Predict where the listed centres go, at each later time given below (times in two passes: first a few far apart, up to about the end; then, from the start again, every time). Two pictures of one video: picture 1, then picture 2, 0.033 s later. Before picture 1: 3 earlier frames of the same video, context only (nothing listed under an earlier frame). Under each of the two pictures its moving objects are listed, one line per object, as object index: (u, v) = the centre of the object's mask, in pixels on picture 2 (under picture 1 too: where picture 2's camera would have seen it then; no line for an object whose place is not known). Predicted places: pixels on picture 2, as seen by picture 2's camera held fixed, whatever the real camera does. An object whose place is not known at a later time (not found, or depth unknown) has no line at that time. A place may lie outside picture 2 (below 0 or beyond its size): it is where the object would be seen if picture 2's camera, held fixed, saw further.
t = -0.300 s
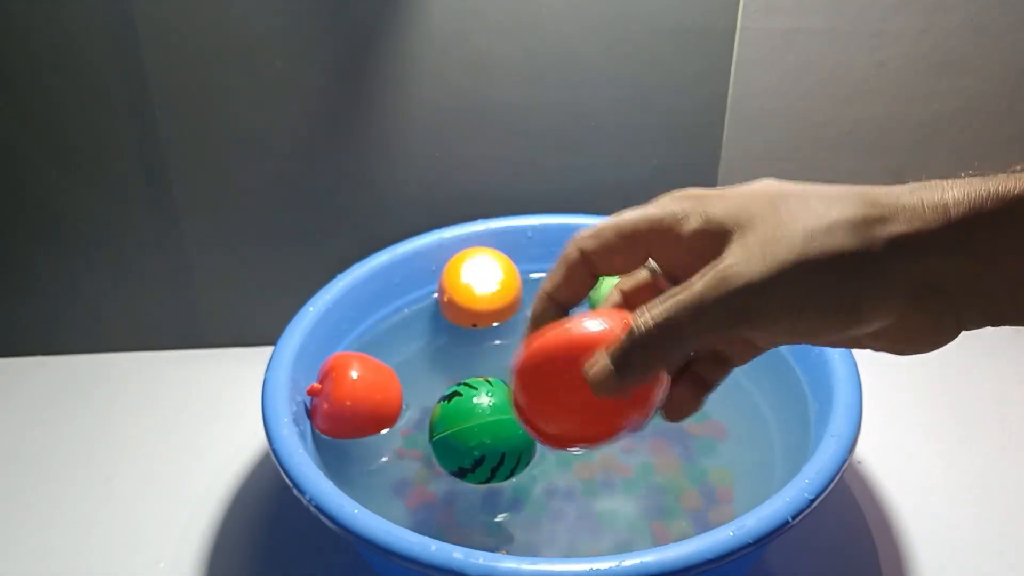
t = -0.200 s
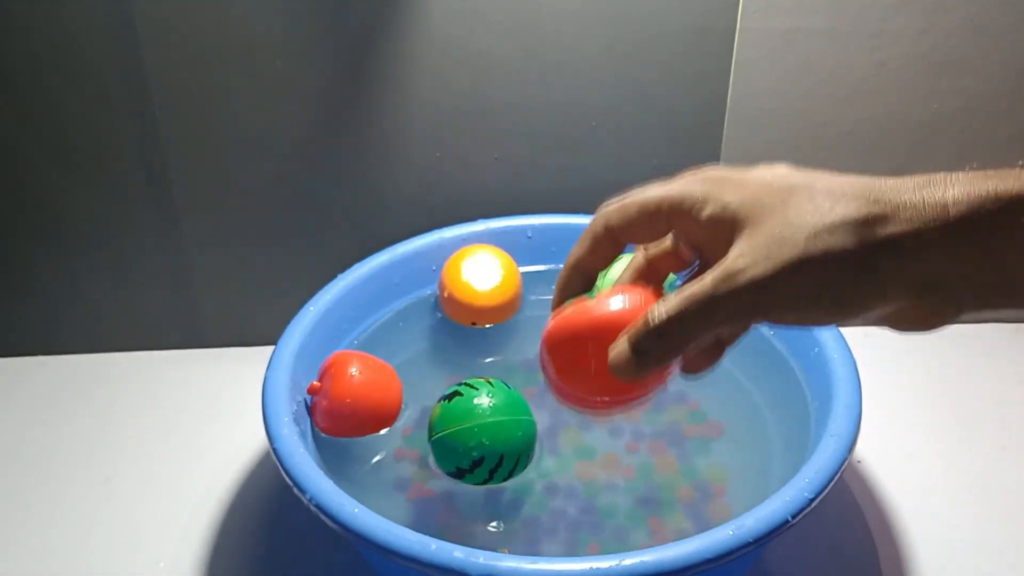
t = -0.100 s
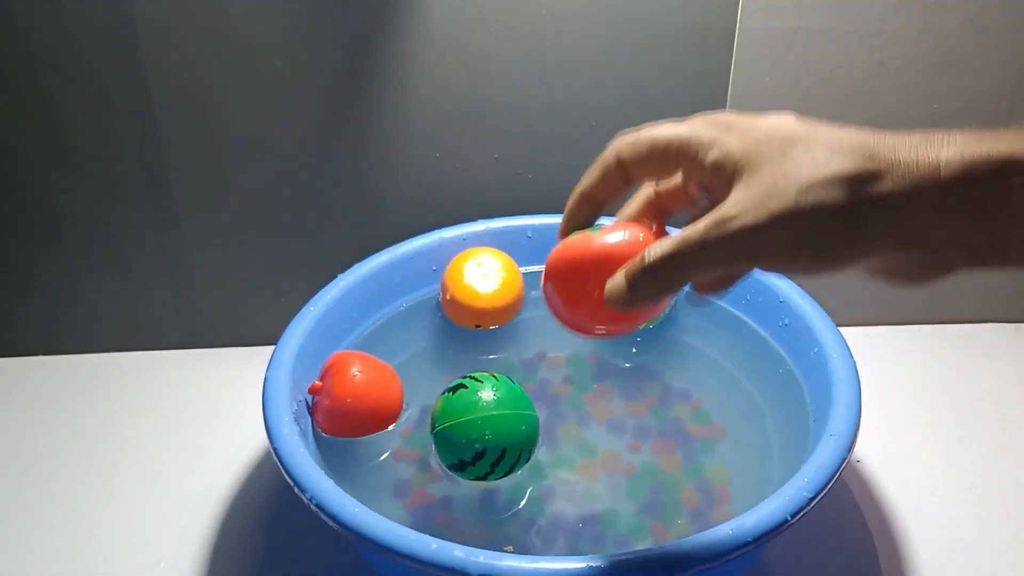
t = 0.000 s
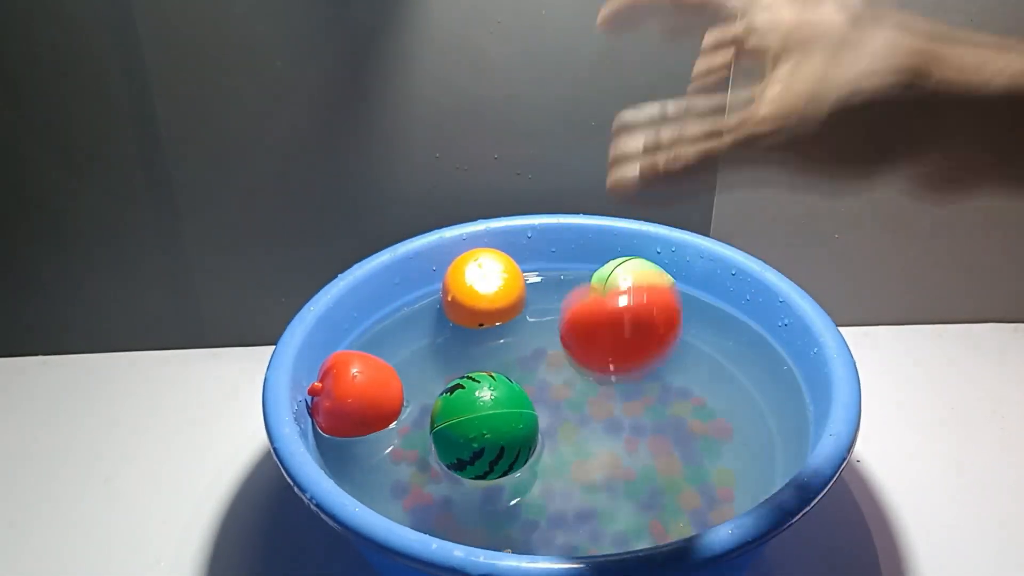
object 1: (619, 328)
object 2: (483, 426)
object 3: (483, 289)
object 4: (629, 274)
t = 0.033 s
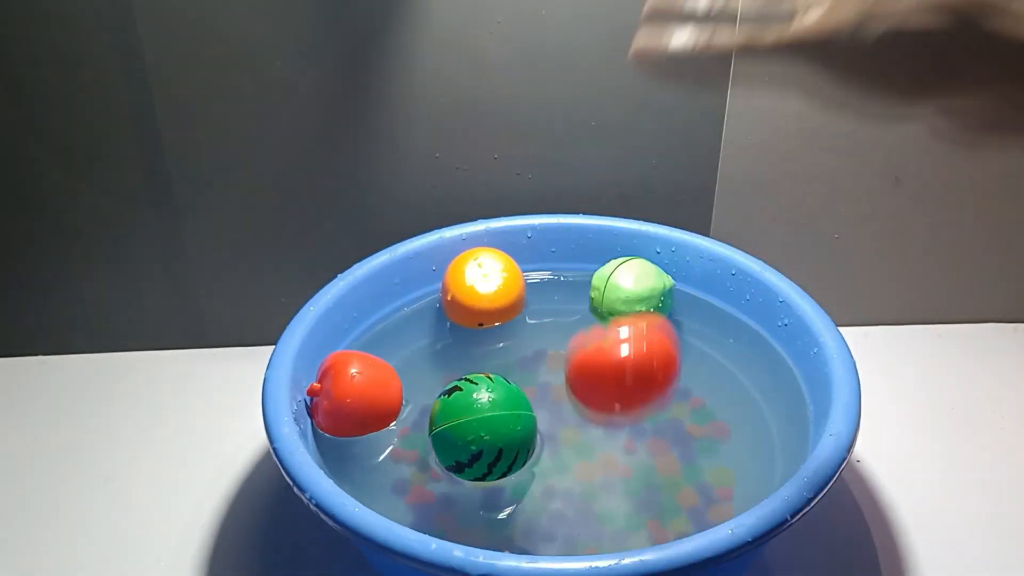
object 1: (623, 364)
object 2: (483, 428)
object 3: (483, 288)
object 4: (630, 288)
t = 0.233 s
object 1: (625, 437)
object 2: (477, 430)
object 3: (483, 286)
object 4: (635, 293)
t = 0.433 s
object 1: (644, 424)
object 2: (483, 431)
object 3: (484, 287)
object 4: (634, 298)
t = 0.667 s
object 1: (651, 410)
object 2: (470, 443)
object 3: (484, 285)
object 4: (640, 295)
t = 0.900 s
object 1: (642, 407)
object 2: (464, 437)
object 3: (485, 284)
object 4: (636, 292)
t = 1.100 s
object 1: (638, 398)
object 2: (459, 433)
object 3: (487, 289)
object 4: (641, 290)
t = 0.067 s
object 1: (625, 416)
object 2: (482, 430)
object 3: (482, 288)
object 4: (631, 294)
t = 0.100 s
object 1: (626, 464)
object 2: (480, 430)
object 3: (482, 287)
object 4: (632, 294)
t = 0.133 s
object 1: (621, 467)
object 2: (479, 430)
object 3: (482, 286)
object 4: (633, 294)
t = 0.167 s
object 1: (622, 473)
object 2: (478, 430)
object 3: (482, 286)
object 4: (634, 294)
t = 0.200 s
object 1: (624, 464)
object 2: (477, 430)
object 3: (482, 286)
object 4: (635, 293)
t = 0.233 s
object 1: (625, 437)
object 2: (477, 430)
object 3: (483, 286)
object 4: (635, 293)
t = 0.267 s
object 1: (630, 405)
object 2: (478, 431)
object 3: (483, 286)
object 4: (636, 293)
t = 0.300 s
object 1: (634, 387)
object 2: (479, 432)
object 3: (483, 286)
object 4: (636, 294)
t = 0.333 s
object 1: (637, 386)
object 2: (482, 433)
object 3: (483, 286)
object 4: (636, 294)
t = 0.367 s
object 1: (639, 395)
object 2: (483, 433)
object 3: (483, 286)
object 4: (635, 296)
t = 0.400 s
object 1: (641, 412)
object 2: (484, 433)
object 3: (483, 286)
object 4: (635, 297)
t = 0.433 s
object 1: (644, 424)
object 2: (483, 431)
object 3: (484, 287)
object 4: (634, 298)
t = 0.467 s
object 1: (647, 432)
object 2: (481, 429)
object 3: (484, 287)
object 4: (634, 298)
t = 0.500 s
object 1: (648, 435)
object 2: (477, 430)
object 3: (484, 286)
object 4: (634, 297)
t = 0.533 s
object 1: (648, 428)
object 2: (473, 432)
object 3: (484, 286)
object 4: (635, 296)
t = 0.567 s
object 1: (649, 418)
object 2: (471, 436)
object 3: (484, 286)
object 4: (636, 295)
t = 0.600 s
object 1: (651, 411)
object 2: (470, 440)
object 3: (484, 285)
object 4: (638, 294)
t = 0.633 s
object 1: (652, 409)
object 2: (470, 443)
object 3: (484, 285)
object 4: (639, 295)
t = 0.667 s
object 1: (651, 410)
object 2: (470, 443)
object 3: (484, 285)
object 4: (640, 295)
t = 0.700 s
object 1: (649, 412)
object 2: (470, 441)
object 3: (484, 285)
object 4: (640, 296)
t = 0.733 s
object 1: (646, 413)
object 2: (470, 436)
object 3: (484, 286)
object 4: (640, 297)
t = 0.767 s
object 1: (643, 411)
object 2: (469, 431)
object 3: (485, 288)
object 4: (639, 297)
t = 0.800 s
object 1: (641, 408)
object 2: (468, 428)
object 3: (485, 288)
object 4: (638, 296)
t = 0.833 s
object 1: (640, 406)
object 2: (466, 428)
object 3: (485, 288)
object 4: (636, 295)
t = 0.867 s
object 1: (641, 406)
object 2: (465, 431)
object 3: (485, 286)
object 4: (636, 293)
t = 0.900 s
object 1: (642, 407)
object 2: (464, 437)
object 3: (485, 284)
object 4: (636, 292)
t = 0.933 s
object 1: (644, 409)
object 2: (463, 441)
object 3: (485, 283)
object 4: (637, 291)
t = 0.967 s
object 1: (644, 409)
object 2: (462, 444)
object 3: (484, 281)
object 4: (639, 291)
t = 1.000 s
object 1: (645, 408)
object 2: (462, 444)
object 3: (484, 281)
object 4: (640, 292)
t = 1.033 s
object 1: (644, 405)
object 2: (460, 441)
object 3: (485, 282)
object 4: (640, 292)
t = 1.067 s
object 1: (641, 401)
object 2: (459, 437)
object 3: (486, 285)
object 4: (640, 292)
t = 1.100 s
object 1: (638, 398)
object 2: (459, 433)
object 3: (487, 289)
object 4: (641, 290)
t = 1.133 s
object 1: (634, 398)
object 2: (458, 430)
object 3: (489, 292)
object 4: (642, 290)
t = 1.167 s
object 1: (632, 399)
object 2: (458, 429)
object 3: (490, 295)
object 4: (642, 289)
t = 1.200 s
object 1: (630, 400)
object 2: (459, 431)
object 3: (491, 295)
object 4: (641, 289)
